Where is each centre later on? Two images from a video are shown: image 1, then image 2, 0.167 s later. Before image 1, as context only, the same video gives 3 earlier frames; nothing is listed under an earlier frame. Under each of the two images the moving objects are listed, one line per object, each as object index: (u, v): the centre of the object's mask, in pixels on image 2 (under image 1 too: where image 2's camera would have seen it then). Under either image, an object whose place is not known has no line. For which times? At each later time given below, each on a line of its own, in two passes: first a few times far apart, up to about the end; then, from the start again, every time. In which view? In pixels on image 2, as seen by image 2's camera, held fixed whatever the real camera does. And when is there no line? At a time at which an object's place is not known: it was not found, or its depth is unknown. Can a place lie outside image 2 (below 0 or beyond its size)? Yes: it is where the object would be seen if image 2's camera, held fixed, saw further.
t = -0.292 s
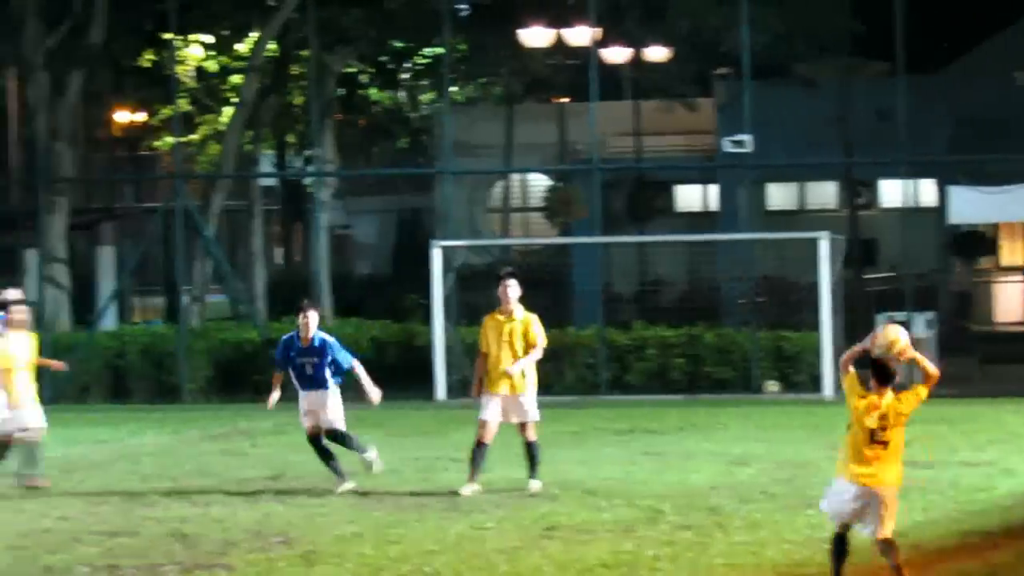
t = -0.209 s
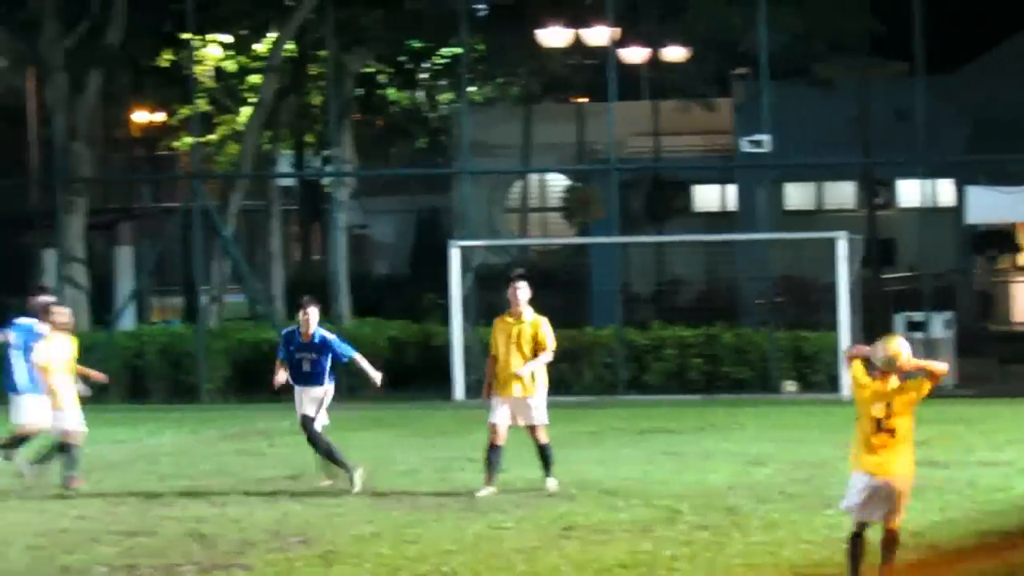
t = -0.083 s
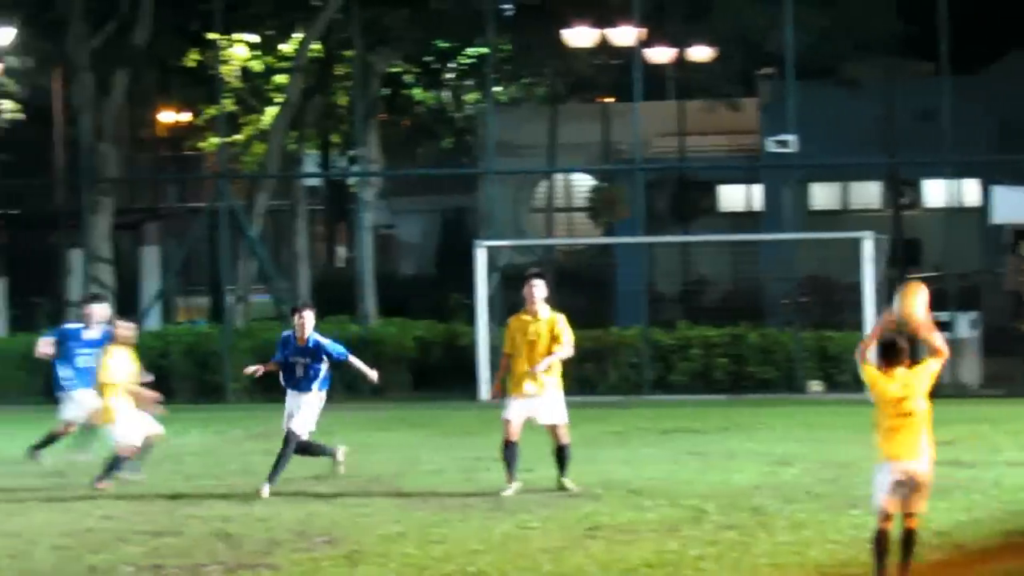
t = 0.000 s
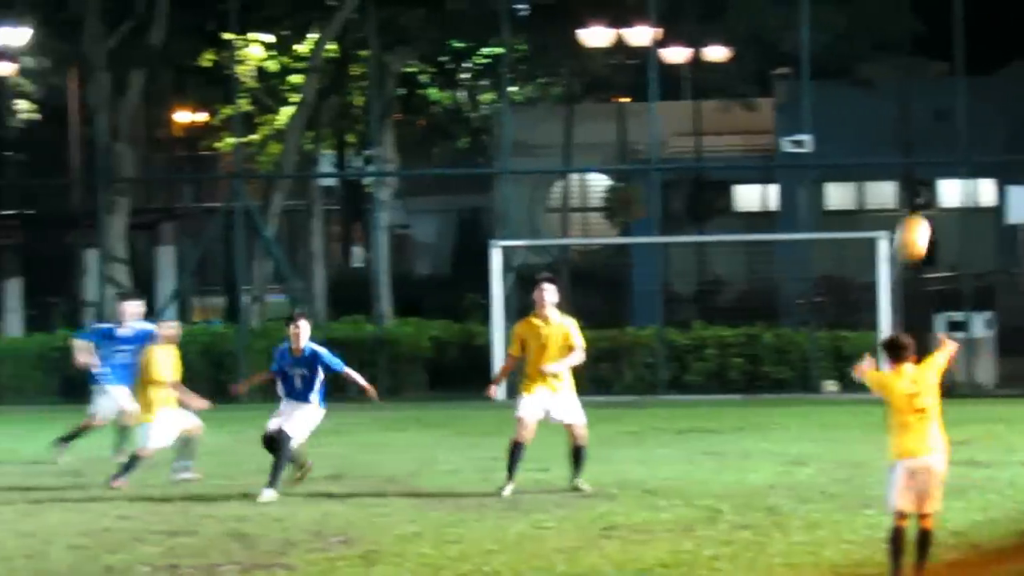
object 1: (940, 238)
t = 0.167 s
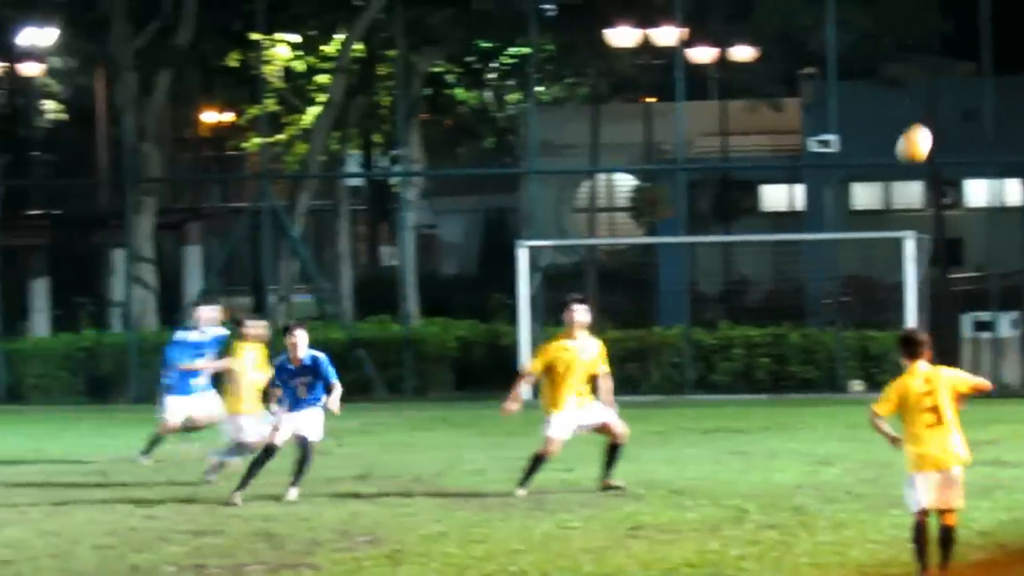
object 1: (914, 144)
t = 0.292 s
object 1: (898, 105)
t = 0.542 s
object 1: (872, 100)
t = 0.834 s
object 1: (843, 194)
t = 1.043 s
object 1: (822, 311)
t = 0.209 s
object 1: (908, 128)
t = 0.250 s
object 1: (903, 115)
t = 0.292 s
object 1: (898, 105)
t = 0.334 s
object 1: (893, 98)
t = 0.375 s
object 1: (888, 93)
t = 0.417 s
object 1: (884, 91)
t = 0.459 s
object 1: (880, 92)
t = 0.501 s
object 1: (876, 95)
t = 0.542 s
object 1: (872, 100)
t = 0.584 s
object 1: (868, 107)
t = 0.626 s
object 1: (864, 117)
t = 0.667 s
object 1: (860, 129)
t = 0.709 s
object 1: (856, 142)
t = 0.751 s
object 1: (852, 158)
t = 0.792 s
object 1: (848, 174)
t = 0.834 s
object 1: (843, 194)
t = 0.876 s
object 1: (839, 213)
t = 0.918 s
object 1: (834, 237)
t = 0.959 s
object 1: (830, 260)
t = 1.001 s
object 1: (826, 284)
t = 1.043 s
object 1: (822, 311)
